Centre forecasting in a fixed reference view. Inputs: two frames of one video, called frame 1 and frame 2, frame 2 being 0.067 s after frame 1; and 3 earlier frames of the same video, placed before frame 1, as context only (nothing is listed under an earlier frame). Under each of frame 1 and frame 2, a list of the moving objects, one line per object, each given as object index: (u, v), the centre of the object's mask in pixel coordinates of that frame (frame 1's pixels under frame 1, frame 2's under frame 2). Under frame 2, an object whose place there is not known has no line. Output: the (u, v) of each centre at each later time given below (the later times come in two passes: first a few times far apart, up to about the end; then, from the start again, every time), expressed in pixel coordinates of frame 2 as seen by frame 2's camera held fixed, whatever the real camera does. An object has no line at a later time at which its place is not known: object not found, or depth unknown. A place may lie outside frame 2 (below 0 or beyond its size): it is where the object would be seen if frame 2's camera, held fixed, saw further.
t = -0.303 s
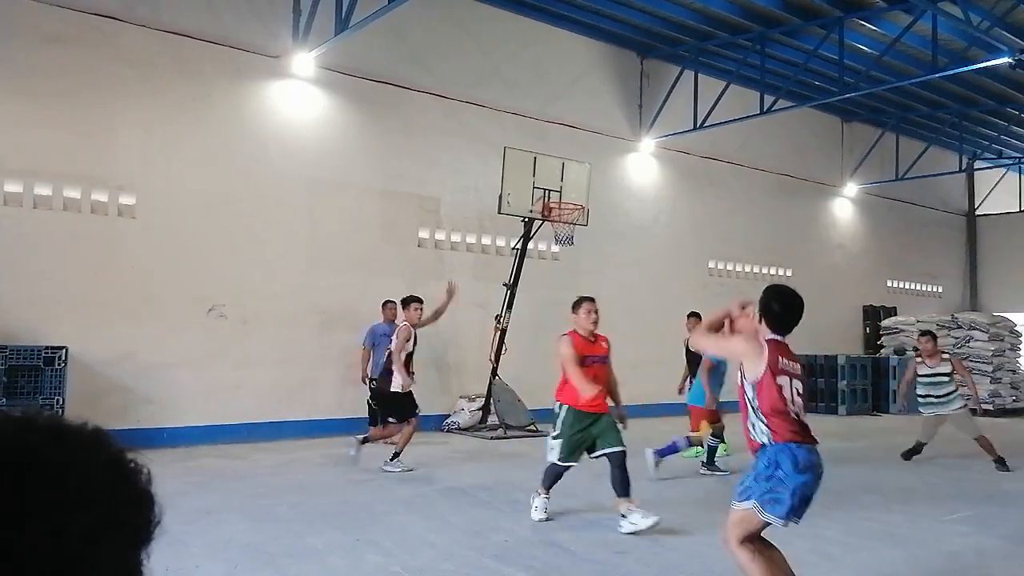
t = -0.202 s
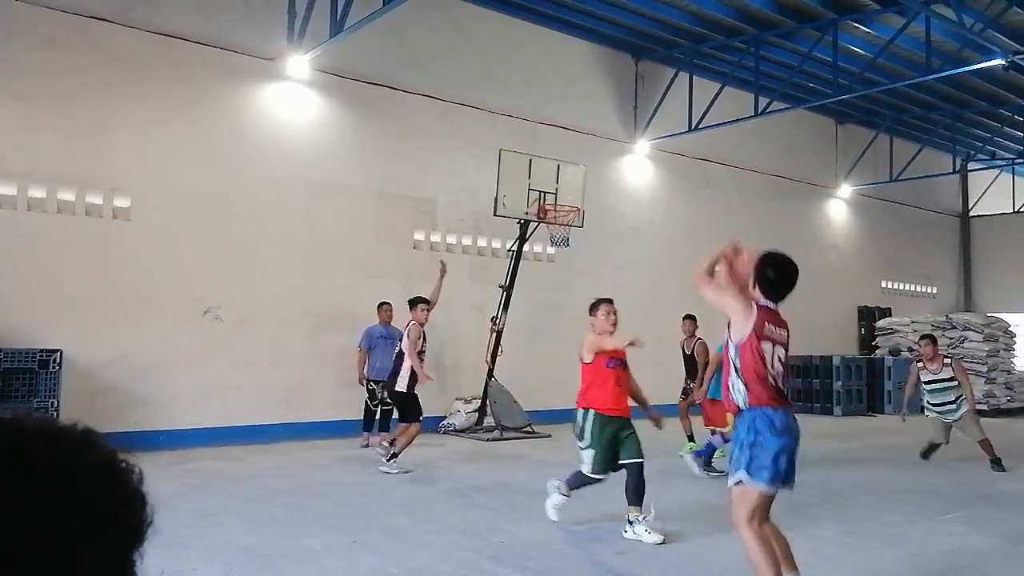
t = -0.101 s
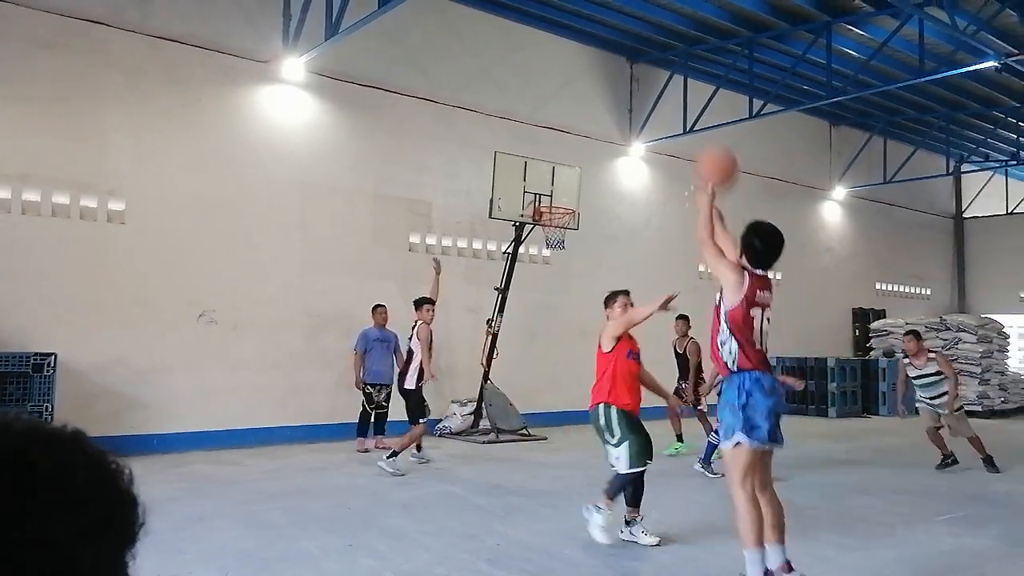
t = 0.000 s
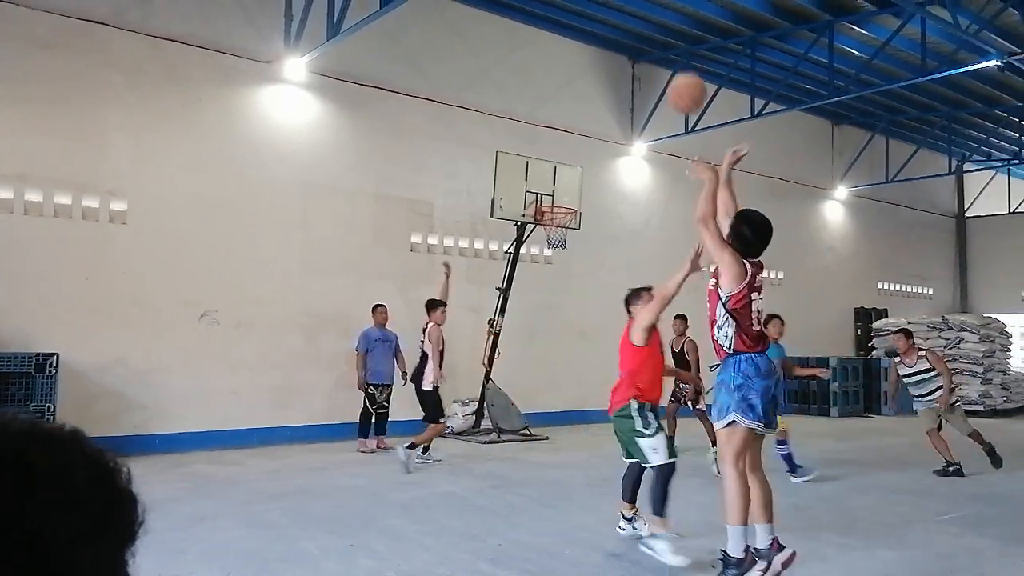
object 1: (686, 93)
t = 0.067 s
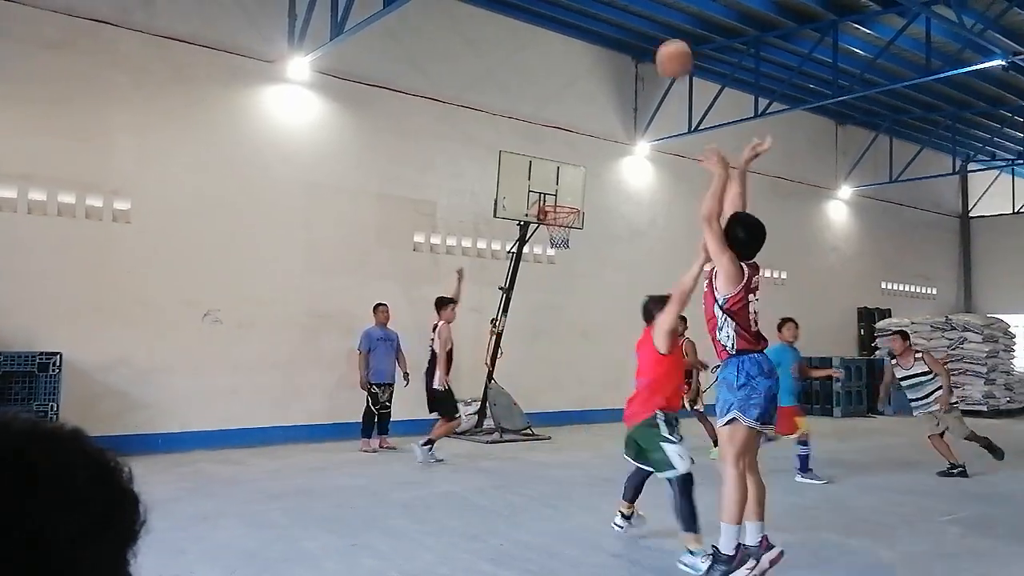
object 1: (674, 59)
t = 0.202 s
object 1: (647, 23)
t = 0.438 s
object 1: (614, 22)
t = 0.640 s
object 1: (592, 61)
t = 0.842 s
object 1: (574, 124)
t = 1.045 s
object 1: (560, 204)
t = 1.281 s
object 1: (604, 209)
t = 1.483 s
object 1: (645, 245)
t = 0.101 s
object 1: (667, 47)
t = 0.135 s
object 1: (659, 37)
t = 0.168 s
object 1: (653, 30)
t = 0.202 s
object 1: (647, 23)
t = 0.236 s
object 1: (641, 19)
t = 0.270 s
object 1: (636, 16)
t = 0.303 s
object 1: (632, 15)
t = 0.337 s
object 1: (627, 15)
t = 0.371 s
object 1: (622, 16)
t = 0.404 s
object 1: (618, 18)
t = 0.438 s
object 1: (614, 22)
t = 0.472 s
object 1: (610, 26)
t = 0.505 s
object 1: (606, 32)
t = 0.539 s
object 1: (602, 38)
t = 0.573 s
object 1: (599, 45)
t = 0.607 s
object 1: (595, 53)
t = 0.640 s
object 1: (592, 61)
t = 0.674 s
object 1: (589, 70)
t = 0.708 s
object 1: (586, 79)
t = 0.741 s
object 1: (582, 90)
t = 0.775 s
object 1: (580, 101)
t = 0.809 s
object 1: (577, 113)
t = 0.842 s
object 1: (574, 124)
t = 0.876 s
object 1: (571, 137)
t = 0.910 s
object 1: (569, 150)
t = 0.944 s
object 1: (566, 162)
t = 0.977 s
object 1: (564, 176)
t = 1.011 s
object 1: (562, 191)
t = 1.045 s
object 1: (560, 204)
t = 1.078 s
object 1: (563, 205)
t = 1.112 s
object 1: (570, 204)
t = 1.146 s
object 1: (577, 203)
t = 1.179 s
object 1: (584, 203)
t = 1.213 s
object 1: (590, 204)
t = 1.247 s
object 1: (597, 206)
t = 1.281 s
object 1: (604, 209)
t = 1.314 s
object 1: (611, 213)
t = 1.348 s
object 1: (617, 217)
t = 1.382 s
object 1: (624, 223)
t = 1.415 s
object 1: (631, 229)
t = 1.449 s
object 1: (638, 237)
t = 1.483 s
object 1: (645, 245)
